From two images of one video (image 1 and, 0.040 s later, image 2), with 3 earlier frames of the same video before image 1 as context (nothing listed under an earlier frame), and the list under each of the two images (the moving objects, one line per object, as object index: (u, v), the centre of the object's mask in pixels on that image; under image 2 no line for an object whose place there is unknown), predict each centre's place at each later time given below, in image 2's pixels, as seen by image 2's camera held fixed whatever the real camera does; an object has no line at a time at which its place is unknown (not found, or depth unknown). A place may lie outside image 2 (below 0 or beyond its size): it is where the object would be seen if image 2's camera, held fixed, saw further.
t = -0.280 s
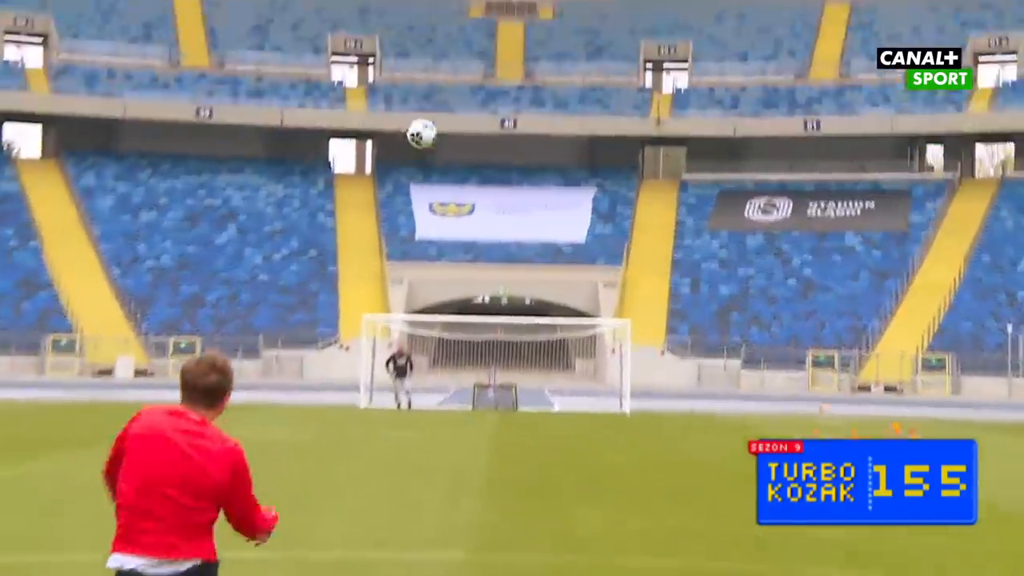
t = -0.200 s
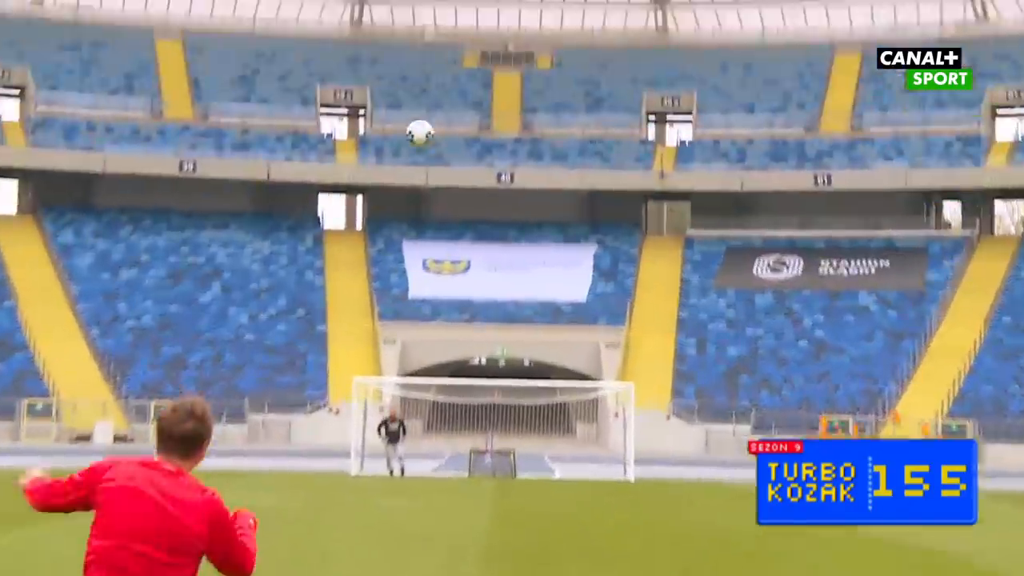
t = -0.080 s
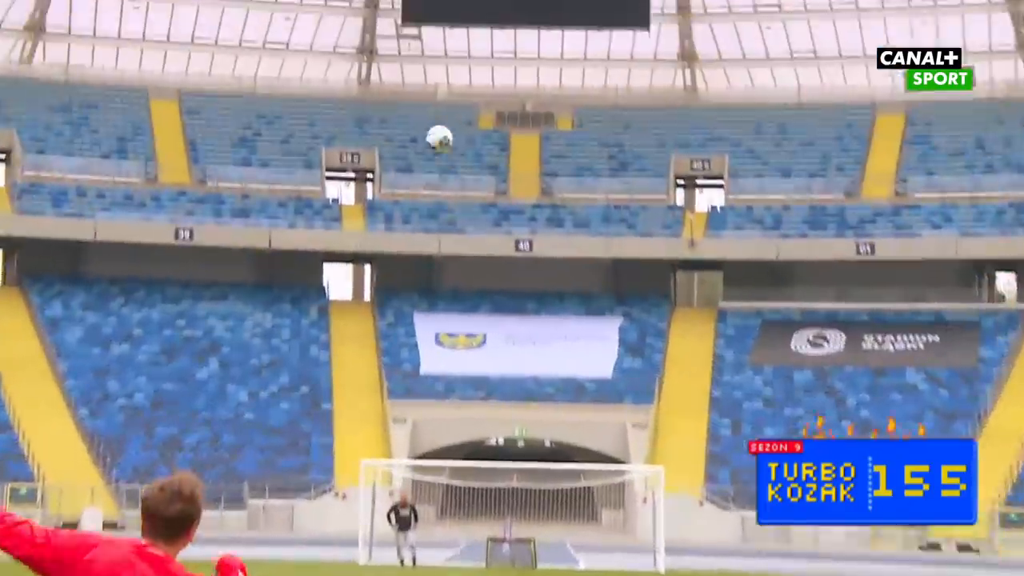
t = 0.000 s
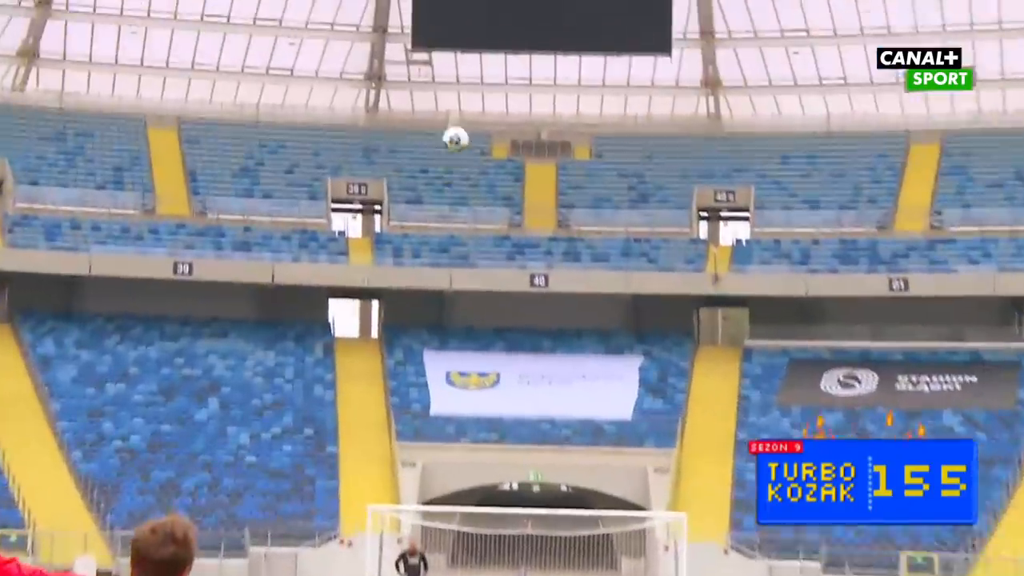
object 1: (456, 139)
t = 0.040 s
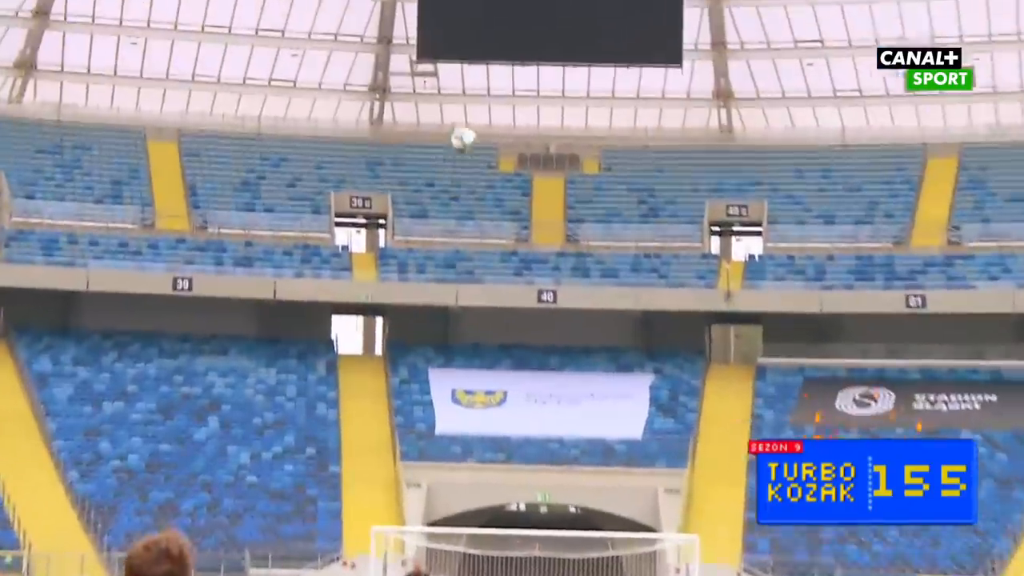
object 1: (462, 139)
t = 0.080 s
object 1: (466, 130)
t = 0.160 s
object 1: (471, 114)
